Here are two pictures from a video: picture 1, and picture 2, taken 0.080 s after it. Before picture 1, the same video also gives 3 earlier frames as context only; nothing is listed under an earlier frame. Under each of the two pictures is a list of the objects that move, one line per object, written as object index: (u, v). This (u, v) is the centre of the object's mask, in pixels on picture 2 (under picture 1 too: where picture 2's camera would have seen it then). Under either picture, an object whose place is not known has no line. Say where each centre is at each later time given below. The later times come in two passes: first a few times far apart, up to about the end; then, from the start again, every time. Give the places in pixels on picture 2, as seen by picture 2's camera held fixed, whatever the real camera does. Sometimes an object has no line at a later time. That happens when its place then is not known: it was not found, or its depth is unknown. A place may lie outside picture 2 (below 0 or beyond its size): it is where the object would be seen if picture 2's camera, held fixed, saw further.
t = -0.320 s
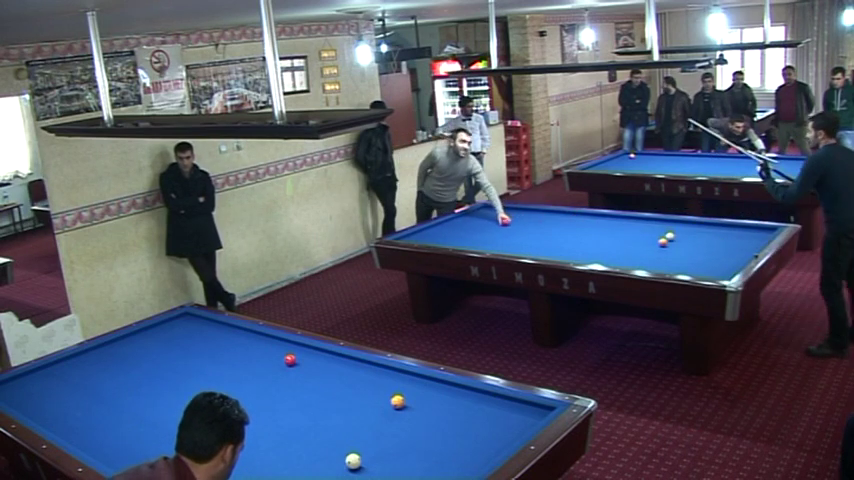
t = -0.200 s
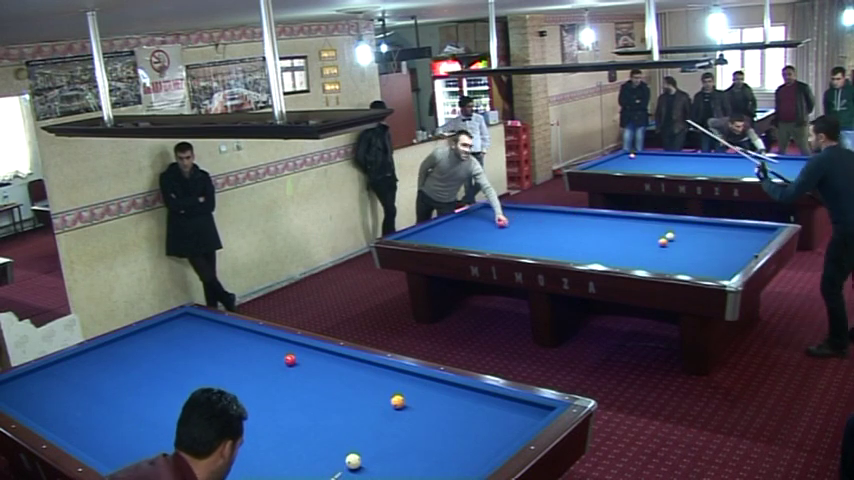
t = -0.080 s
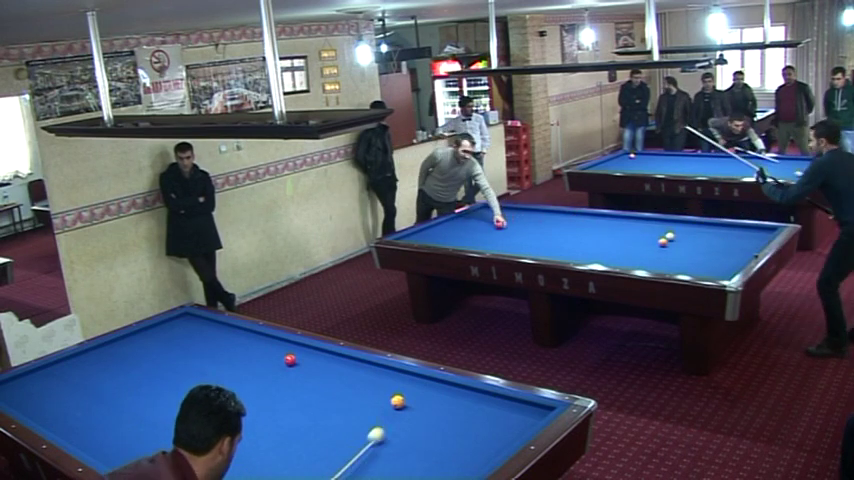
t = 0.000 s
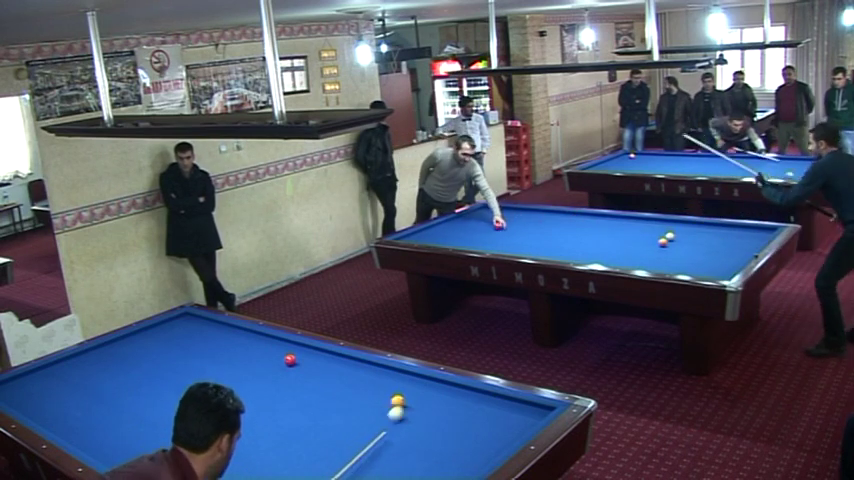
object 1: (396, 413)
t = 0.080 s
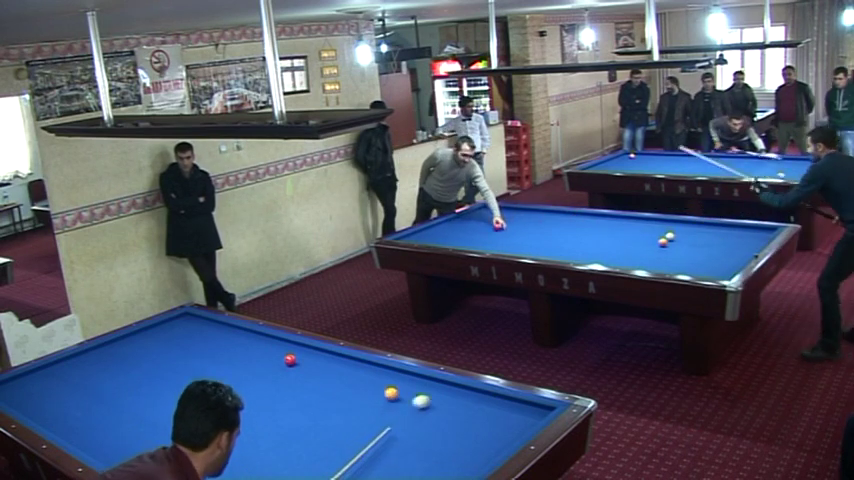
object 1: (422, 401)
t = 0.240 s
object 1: (463, 392)
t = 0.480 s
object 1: (455, 427)
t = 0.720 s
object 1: (452, 461)
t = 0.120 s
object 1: (435, 398)
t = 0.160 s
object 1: (448, 393)
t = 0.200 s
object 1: (460, 389)
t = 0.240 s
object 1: (463, 392)
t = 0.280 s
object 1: (461, 398)
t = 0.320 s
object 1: (459, 404)
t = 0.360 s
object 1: (458, 410)
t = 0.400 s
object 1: (457, 416)
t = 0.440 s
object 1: (456, 422)
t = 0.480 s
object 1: (455, 427)
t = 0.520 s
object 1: (454, 432)
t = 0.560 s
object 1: (454, 438)
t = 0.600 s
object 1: (454, 443)
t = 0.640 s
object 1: (453, 449)
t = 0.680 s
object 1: (453, 455)
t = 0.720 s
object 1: (452, 461)
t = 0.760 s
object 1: (451, 467)
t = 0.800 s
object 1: (451, 472)
